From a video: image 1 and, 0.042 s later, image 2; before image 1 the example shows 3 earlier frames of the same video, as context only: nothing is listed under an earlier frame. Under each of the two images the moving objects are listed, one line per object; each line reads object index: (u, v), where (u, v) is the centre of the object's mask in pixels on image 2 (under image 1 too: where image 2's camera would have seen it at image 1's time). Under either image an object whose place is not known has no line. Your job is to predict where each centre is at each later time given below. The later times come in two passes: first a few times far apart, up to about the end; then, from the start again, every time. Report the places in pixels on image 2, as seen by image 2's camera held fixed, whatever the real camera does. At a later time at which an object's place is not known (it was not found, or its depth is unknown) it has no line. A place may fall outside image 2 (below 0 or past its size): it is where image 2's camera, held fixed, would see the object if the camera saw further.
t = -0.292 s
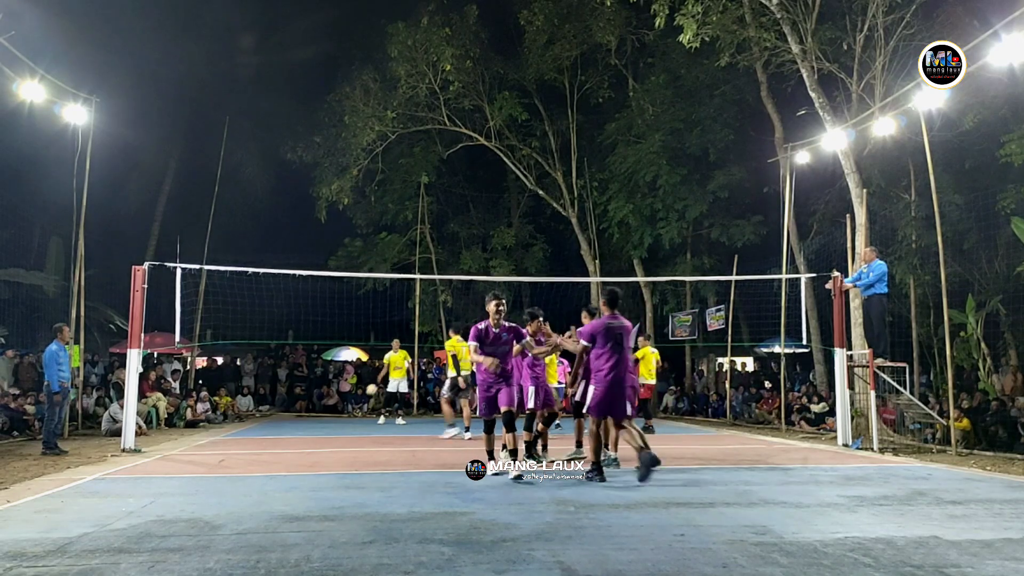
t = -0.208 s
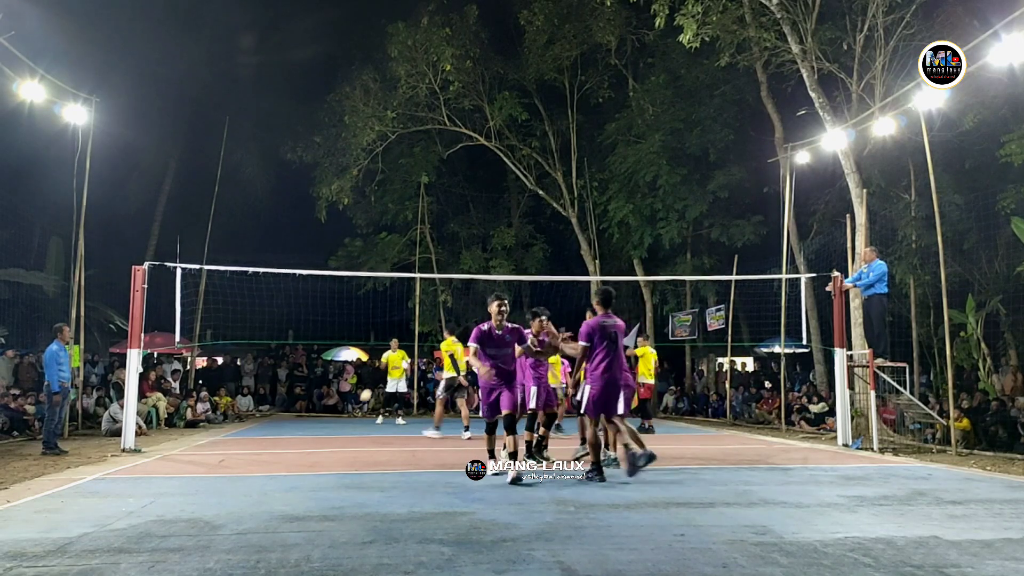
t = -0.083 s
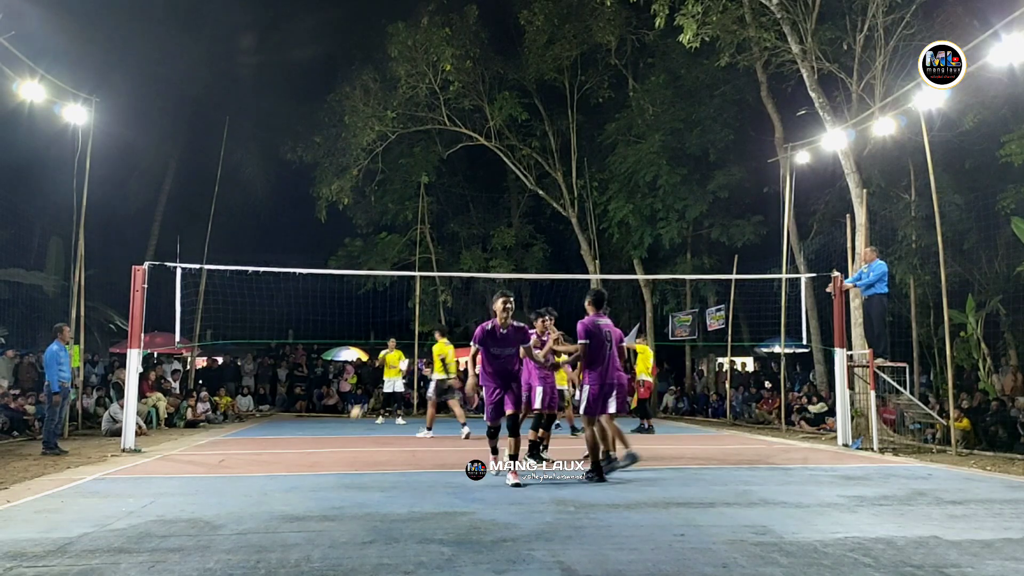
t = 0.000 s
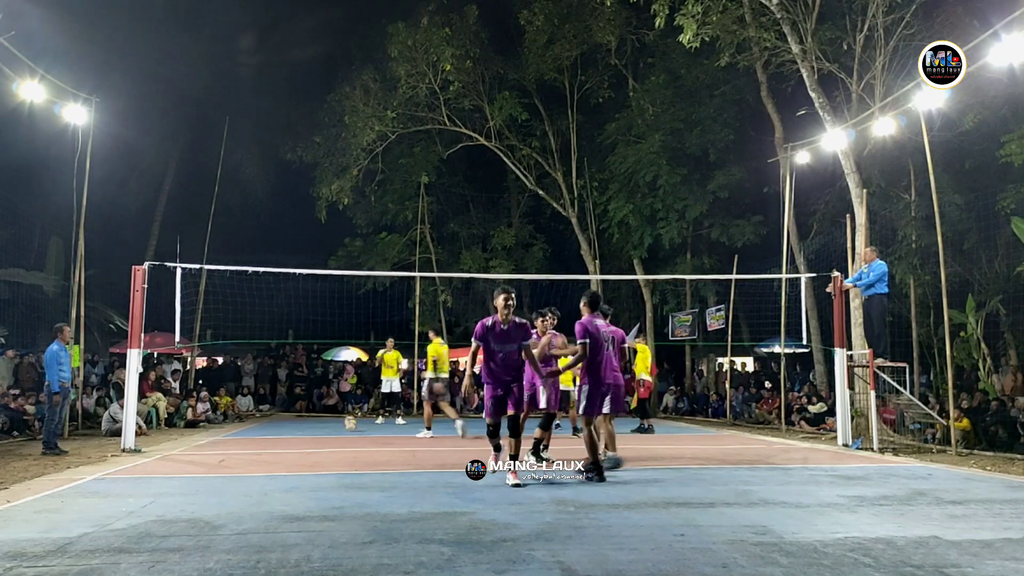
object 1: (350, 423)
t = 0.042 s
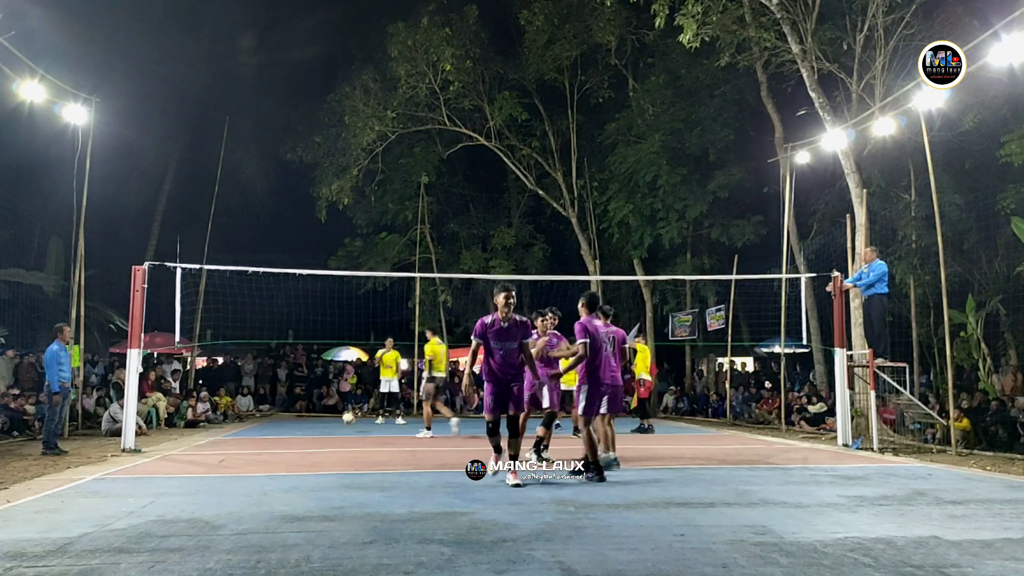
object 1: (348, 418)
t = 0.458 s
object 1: (329, 417)
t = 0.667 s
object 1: (316, 425)
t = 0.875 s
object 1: (300, 425)
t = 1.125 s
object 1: (277, 438)
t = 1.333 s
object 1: (255, 446)
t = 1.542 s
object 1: (231, 452)
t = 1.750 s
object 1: (202, 468)
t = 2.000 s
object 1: (156, 477)
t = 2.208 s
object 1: (106, 500)
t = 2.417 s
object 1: (41, 529)
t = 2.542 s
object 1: (6, 535)
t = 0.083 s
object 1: (346, 412)
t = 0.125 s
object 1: (345, 409)
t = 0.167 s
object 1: (344, 407)
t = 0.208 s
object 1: (341, 405)
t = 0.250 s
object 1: (340, 405)
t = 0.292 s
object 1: (338, 405)
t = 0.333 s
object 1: (335, 406)
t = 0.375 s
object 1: (334, 408)
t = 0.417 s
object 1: (331, 412)
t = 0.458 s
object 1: (329, 417)
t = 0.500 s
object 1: (326, 423)
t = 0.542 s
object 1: (324, 431)
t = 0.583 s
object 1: (321, 435)
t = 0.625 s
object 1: (318, 429)
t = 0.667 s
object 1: (316, 425)
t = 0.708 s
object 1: (313, 423)
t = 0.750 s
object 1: (309, 421)
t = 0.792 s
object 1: (307, 421)
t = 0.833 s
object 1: (304, 422)
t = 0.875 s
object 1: (300, 425)
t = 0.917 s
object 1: (297, 428)
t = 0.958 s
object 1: (293, 434)
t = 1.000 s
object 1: (289, 441)
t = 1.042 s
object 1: (284, 446)
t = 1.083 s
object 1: (281, 441)
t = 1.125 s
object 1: (277, 438)
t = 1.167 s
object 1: (273, 437)
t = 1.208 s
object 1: (269, 437)
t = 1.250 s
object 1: (265, 438)
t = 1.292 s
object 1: (261, 440)
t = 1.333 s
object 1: (255, 446)
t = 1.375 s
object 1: (251, 452)
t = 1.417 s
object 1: (245, 462)
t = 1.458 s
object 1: (241, 460)
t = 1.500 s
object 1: (235, 454)
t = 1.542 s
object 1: (231, 452)
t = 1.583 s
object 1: (225, 452)
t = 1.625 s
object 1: (220, 453)
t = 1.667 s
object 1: (213, 456)
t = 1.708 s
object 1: (208, 461)
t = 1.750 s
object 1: (202, 468)
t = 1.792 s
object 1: (193, 479)
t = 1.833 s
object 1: (186, 479)
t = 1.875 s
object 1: (180, 475)
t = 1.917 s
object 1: (173, 474)
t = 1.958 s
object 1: (164, 474)
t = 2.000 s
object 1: (156, 477)
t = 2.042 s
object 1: (148, 483)
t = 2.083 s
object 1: (138, 491)
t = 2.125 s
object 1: (127, 503)
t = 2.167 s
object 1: (118, 503)
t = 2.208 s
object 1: (106, 500)
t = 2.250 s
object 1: (96, 501)
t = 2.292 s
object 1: (83, 505)
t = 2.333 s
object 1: (70, 512)
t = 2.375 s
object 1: (57, 523)
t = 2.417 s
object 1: (41, 529)
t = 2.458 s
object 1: (27, 528)
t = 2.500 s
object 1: (15, 528)
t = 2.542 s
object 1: (6, 535)
